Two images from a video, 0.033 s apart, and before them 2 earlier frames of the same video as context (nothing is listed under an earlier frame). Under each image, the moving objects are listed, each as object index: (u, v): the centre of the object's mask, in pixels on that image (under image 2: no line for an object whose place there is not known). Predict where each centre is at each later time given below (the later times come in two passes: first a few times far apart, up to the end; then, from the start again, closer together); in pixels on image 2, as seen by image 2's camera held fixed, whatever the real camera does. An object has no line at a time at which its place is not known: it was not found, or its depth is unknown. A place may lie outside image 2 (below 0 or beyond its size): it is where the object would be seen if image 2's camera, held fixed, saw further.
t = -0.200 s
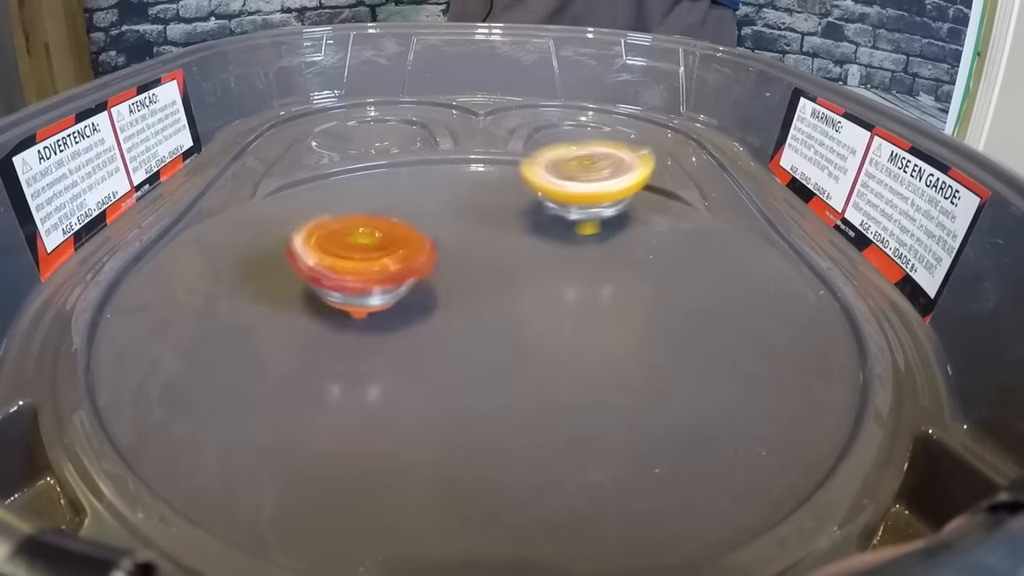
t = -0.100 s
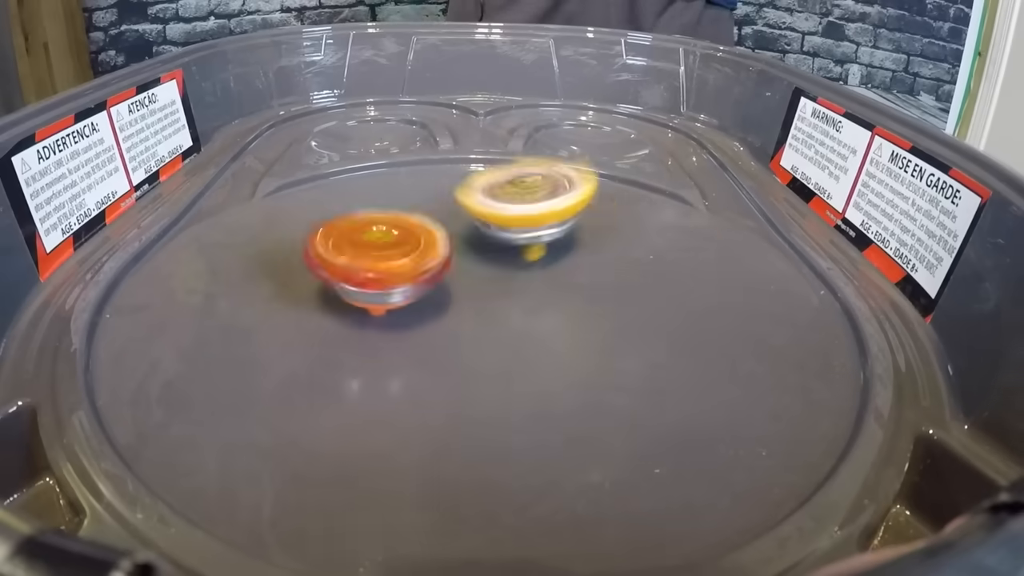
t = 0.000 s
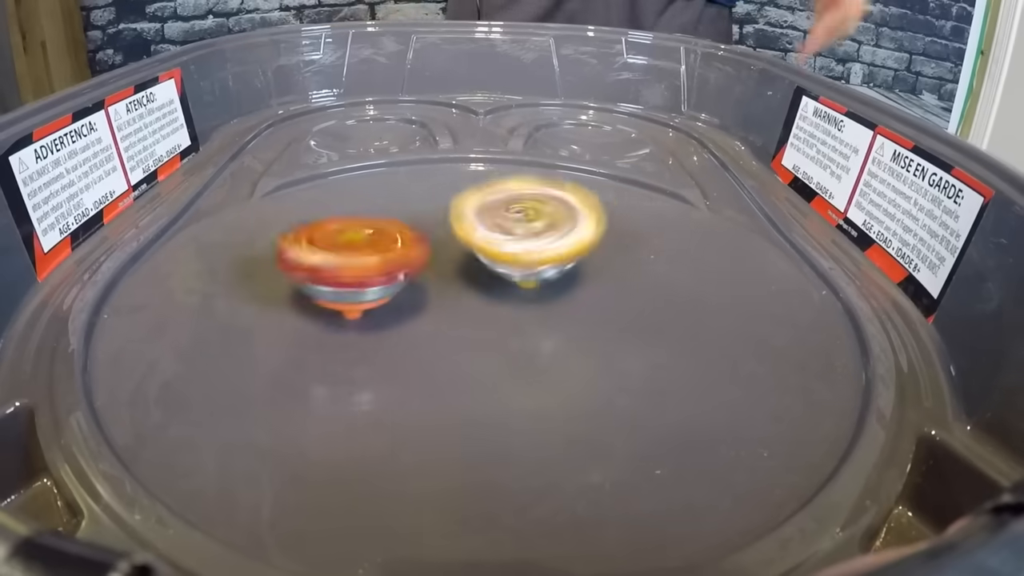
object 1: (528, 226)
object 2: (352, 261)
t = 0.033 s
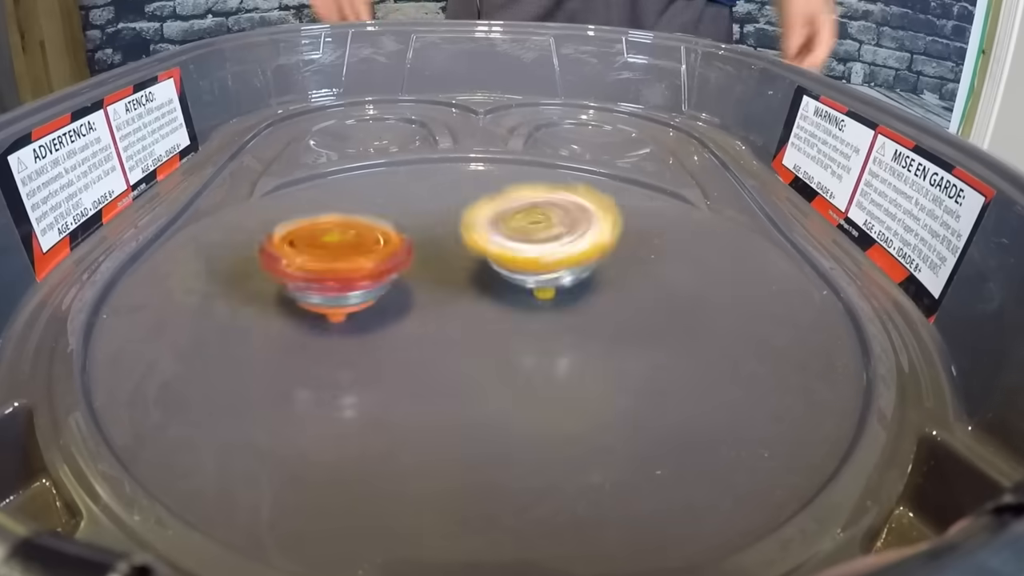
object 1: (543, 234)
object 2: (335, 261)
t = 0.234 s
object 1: (630, 267)
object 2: (314, 284)
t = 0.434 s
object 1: (636, 283)
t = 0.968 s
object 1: (523, 299)
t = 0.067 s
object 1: (556, 240)
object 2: (322, 266)
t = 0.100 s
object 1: (572, 246)
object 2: (310, 268)
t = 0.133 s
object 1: (588, 253)
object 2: (306, 273)
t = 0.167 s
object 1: (605, 259)
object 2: (301, 277)
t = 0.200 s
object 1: (618, 264)
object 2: (308, 280)
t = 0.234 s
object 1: (630, 267)
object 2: (314, 284)
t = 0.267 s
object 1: (638, 271)
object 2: (322, 282)
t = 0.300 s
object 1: (643, 274)
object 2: (337, 288)
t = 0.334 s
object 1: (648, 277)
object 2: (345, 286)
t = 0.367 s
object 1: (645, 280)
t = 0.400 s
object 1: (645, 282)
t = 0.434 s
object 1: (636, 283)
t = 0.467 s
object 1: (630, 285)
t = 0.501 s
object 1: (620, 286)
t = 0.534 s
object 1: (619, 286)
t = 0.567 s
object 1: (617, 289)
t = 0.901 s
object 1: (564, 301)
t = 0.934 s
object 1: (544, 299)
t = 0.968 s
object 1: (523, 299)
